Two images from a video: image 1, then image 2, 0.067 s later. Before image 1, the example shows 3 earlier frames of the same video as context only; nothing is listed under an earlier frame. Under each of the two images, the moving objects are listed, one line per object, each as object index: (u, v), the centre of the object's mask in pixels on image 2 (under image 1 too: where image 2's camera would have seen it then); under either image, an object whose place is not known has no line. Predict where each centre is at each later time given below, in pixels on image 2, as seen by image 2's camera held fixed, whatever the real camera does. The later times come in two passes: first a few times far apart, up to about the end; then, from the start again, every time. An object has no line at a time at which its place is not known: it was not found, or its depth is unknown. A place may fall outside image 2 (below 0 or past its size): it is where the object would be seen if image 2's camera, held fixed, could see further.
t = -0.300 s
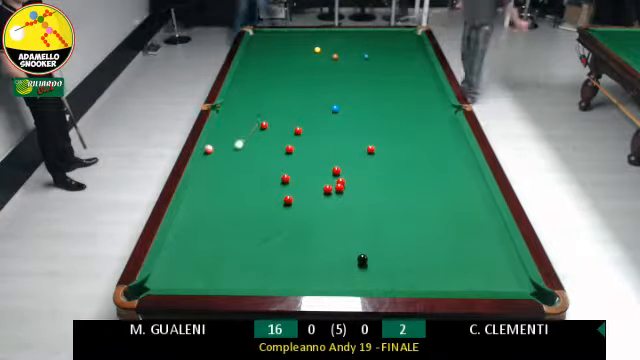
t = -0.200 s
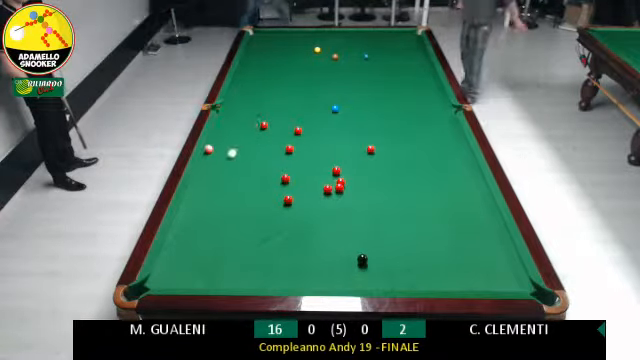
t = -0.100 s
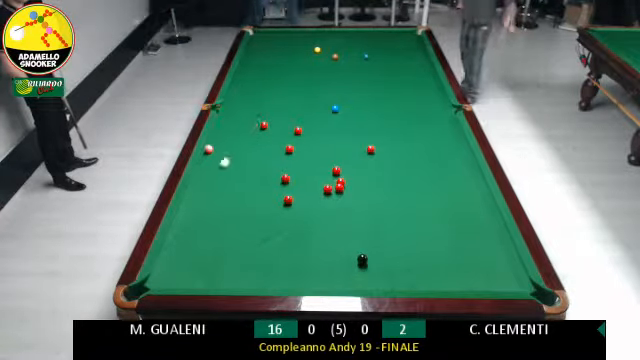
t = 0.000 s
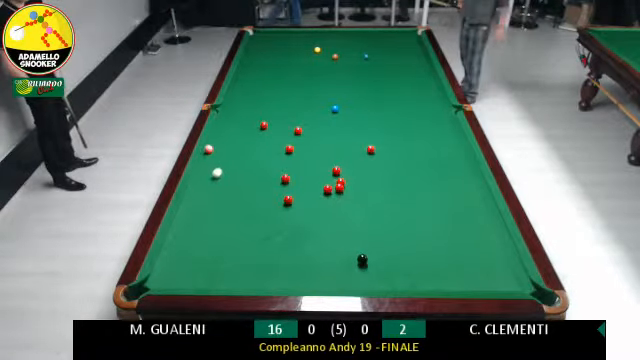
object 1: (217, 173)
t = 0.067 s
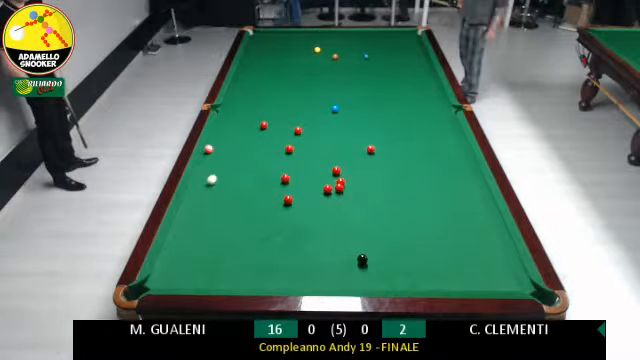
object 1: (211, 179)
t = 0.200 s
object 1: (200, 194)
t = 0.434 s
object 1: (179, 221)
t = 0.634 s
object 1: (170, 246)
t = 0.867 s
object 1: (165, 277)
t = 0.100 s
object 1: (208, 183)
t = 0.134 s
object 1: (206, 186)
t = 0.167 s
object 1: (203, 190)
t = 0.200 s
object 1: (200, 194)
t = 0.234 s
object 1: (197, 197)
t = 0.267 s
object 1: (194, 201)
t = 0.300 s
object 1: (191, 205)
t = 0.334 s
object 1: (188, 209)
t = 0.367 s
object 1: (185, 213)
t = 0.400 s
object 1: (182, 217)
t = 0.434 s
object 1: (179, 221)
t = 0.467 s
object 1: (175, 226)
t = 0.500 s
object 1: (173, 229)
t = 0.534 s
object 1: (173, 234)
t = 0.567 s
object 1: (172, 238)
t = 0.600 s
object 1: (171, 242)
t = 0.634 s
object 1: (170, 246)
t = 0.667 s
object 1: (170, 250)
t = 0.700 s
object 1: (169, 254)
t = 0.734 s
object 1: (168, 259)
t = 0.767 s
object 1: (167, 263)
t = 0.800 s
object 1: (167, 268)
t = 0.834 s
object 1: (166, 272)
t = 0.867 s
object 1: (165, 277)
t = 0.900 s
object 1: (165, 281)
